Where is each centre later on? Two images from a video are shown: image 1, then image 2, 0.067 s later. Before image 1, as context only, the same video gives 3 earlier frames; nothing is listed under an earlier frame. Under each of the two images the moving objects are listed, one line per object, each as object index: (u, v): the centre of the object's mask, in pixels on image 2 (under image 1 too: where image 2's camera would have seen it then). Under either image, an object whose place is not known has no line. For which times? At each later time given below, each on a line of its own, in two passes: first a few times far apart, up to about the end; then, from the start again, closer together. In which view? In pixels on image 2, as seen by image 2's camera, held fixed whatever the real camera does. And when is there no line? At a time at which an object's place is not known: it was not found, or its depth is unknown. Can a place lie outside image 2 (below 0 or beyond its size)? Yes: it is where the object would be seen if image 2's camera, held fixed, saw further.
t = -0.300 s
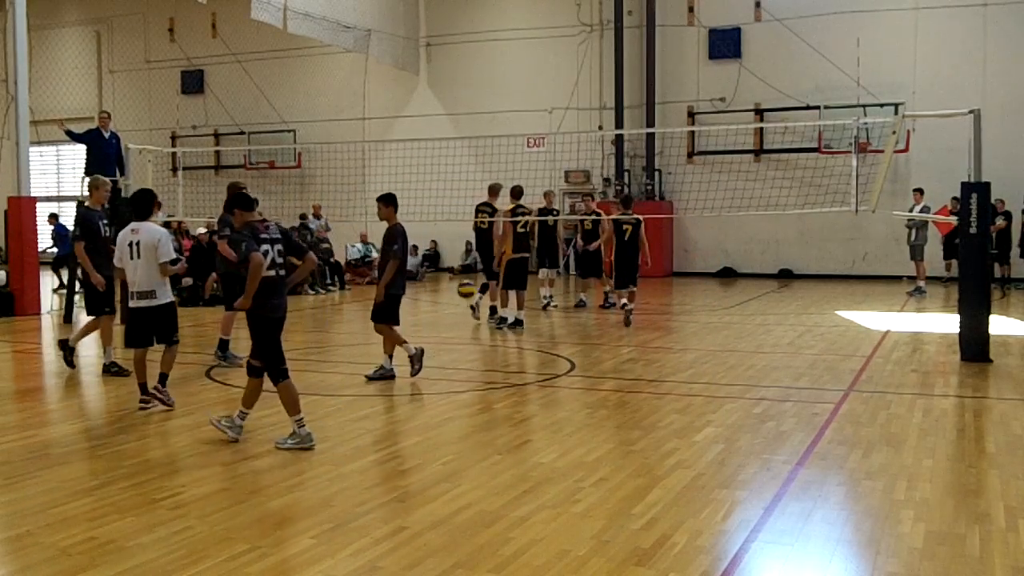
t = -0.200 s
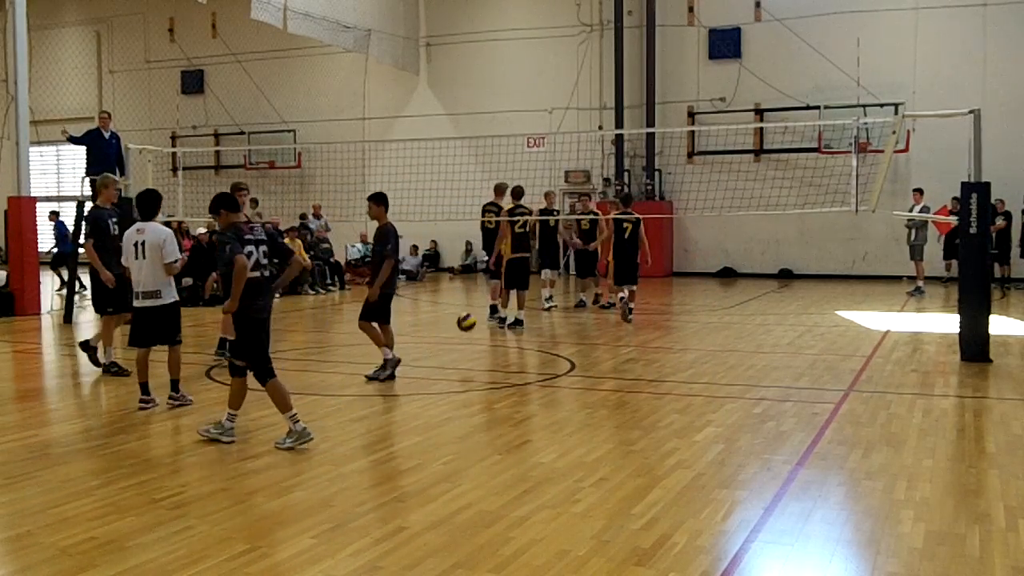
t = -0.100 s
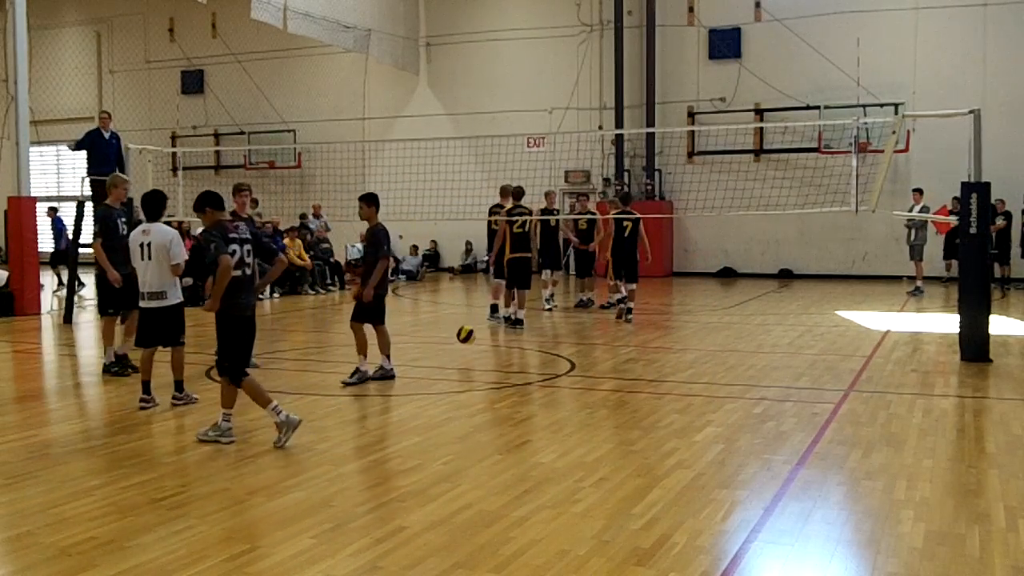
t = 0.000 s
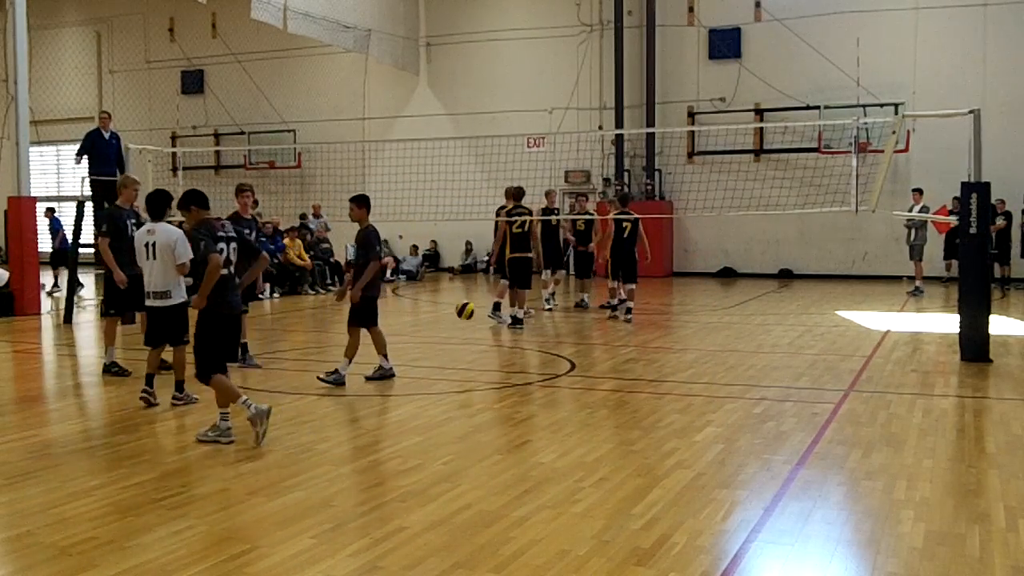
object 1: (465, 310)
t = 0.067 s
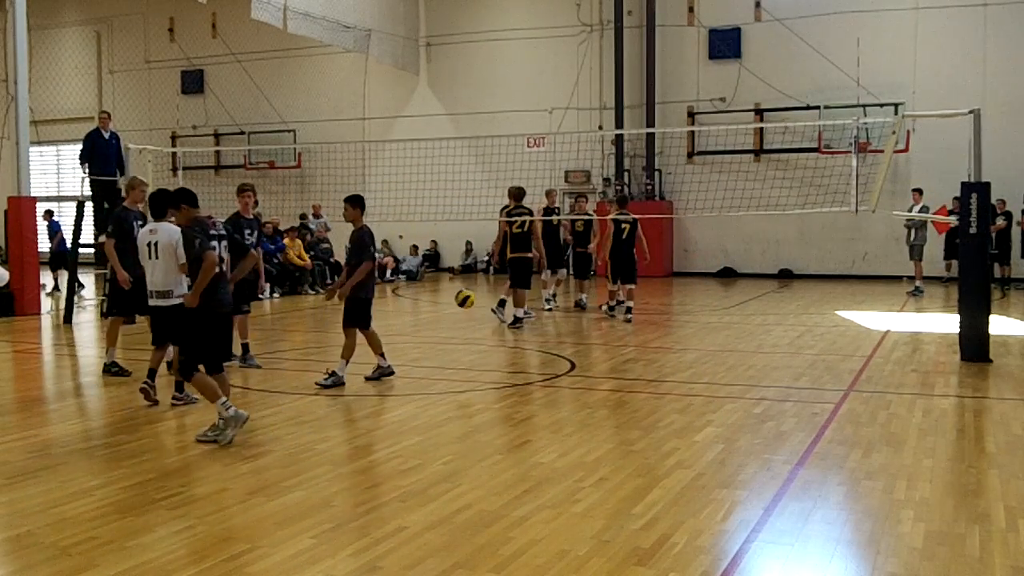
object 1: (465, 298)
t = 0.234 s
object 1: (464, 286)
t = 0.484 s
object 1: (461, 315)
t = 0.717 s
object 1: (460, 336)
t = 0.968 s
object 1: (460, 317)
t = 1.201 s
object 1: (460, 355)
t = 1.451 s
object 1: (458, 340)
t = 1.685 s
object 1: (457, 360)
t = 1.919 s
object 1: (456, 357)
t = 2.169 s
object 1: (455, 380)
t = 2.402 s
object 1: (454, 373)
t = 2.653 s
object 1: (453, 384)
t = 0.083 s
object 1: (464, 296)
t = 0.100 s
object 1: (464, 294)
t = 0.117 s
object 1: (464, 292)
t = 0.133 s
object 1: (464, 290)
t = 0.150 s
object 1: (464, 289)
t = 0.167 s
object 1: (464, 288)
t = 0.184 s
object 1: (464, 287)
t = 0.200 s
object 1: (464, 286)
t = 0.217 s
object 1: (464, 286)
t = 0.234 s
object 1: (464, 286)
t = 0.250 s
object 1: (463, 286)
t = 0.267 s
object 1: (464, 286)
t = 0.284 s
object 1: (463, 287)
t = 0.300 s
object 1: (464, 288)
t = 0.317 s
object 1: (463, 289)
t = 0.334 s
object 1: (462, 289)
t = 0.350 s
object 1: (462, 291)
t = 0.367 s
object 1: (462, 294)
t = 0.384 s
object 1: (462, 296)
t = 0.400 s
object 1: (462, 299)
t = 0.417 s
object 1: (462, 302)
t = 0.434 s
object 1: (462, 305)
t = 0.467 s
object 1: (462, 312)
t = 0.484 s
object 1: (461, 315)
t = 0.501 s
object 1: (461, 320)
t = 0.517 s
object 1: (462, 324)
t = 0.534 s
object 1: (461, 329)
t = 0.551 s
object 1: (461, 334)
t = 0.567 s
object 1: (461, 339)
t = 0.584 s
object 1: (461, 346)
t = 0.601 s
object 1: (461, 351)
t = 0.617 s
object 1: (461, 358)
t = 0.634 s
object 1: (461, 356)
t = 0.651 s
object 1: (461, 352)
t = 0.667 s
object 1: (461, 348)
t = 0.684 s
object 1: (461, 344)
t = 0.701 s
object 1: (460, 340)
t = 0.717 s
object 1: (460, 336)
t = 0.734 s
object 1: (460, 333)
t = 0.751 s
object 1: (460, 330)
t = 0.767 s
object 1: (460, 328)
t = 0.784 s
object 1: (460, 325)
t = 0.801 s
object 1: (460, 323)
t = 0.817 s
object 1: (460, 321)
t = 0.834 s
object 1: (460, 320)
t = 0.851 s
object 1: (460, 318)
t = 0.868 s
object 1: (460, 317)
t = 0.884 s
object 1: (460, 316)
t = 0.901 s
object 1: (460, 315)
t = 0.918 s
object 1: (460, 315)
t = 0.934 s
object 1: (459, 315)
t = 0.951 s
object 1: (460, 316)
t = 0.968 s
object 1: (460, 317)
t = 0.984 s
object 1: (460, 318)
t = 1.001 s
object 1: (460, 319)
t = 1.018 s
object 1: (460, 320)
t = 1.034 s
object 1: (460, 322)
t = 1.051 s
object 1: (460, 324)
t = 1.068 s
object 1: (459, 326)
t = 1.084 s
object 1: (459, 329)
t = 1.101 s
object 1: (459, 332)
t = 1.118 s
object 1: (459, 335)
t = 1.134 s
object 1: (459, 339)
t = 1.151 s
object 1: (459, 342)
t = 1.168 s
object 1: (459, 347)
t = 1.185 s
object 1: (459, 351)
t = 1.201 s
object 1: (460, 355)
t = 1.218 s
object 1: (459, 361)
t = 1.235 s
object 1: (459, 366)
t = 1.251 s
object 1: (459, 368)
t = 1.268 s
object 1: (459, 364)
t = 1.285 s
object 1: (459, 361)
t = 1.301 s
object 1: (459, 357)
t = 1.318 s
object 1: (459, 354)
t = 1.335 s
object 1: (459, 351)
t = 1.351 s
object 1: (459, 348)
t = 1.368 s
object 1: (459, 346)
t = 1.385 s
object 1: (459, 344)
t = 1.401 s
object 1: (458, 342)
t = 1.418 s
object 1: (458, 341)
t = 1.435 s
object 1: (458, 340)
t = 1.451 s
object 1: (458, 340)
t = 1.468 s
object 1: (458, 339)
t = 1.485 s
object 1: (458, 338)
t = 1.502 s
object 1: (458, 338)
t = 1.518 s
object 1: (458, 339)
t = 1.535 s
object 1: (458, 340)
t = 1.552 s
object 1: (458, 341)
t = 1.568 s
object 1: (458, 342)
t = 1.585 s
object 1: (458, 344)
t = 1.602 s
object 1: (458, 345)
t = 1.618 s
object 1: (458, 348)
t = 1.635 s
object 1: (458, 350)
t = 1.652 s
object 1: (458, 353)
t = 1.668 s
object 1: (457, 356)
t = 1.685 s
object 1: (457, 360)
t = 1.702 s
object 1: (457, 363)
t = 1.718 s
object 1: (457, 368)
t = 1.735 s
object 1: (457, 373)
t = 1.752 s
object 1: (457, 377)
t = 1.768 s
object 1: (457, 377)
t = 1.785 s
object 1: (457, 374)
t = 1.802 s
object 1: (457, 371)
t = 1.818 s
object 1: (457, 368)
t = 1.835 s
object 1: (457, 365)
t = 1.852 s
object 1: (457, 363)
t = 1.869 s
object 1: (457, 361)
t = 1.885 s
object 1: (456, 359)
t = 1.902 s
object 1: (456, 358)
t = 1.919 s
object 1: (456, 357)
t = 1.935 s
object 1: (456, 356)
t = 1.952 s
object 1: (456, 356)
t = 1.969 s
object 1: (456, 356)
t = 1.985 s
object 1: (456, 356)
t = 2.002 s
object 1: (456, 356)
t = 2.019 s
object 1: (456, 357)
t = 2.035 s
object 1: (456, 358)
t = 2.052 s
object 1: (456, 360)
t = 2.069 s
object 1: (456, 362)
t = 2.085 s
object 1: (456, 364)
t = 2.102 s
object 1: (456, 367)
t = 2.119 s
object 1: (455, 369)
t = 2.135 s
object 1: (455, 372)
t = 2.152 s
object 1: (455, 376)
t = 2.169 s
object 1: (455, 380)
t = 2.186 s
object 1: (455, 384)
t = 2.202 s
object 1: (455, 386)
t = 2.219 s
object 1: (455, 383)
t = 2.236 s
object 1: (455, 380)
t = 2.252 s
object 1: (455, 378)
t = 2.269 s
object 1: (455, 377)
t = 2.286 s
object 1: (454, 375)
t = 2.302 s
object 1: (454, 374)
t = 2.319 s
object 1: (454, 373)
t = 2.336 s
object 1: (454, 373)
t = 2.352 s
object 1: (454, 373)
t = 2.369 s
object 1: (454, 372)
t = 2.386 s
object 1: (454, 373)
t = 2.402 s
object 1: (454, 373)
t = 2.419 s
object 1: (454, 374)
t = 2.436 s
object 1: (454, 376)
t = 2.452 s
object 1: (454, 378)
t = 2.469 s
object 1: (454, 380)
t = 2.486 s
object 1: (453, 382)
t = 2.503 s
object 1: (454, 385)
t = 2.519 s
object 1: (453, 388)
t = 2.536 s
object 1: (453, 391)
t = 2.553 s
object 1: (453, 394)
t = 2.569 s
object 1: (453, 392)
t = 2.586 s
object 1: (453, 390)
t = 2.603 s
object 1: (453, 388)
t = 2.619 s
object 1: (453, 386)
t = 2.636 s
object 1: (453, 385)
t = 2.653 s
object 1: (453, 384)
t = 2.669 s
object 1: (453, 384)
